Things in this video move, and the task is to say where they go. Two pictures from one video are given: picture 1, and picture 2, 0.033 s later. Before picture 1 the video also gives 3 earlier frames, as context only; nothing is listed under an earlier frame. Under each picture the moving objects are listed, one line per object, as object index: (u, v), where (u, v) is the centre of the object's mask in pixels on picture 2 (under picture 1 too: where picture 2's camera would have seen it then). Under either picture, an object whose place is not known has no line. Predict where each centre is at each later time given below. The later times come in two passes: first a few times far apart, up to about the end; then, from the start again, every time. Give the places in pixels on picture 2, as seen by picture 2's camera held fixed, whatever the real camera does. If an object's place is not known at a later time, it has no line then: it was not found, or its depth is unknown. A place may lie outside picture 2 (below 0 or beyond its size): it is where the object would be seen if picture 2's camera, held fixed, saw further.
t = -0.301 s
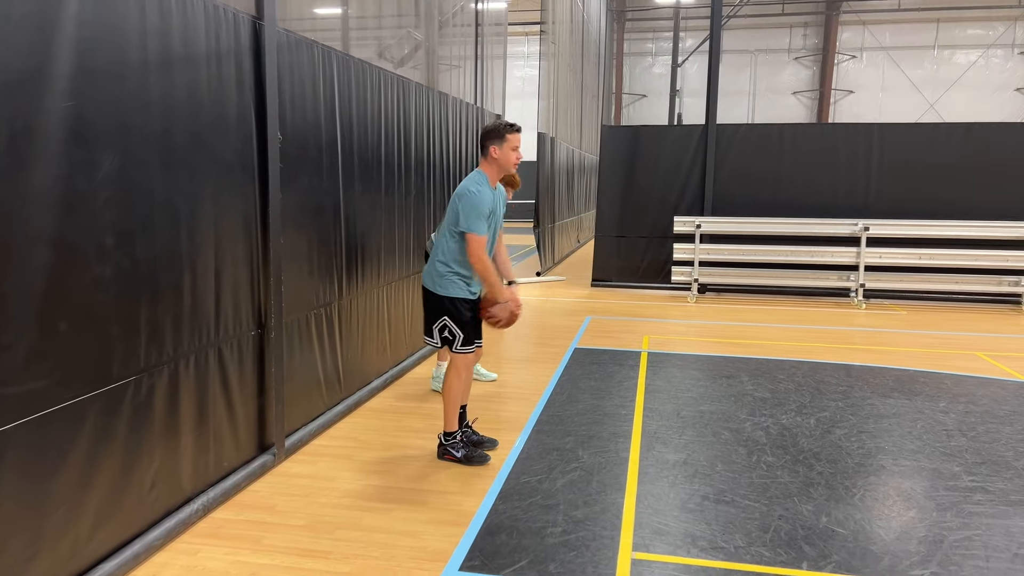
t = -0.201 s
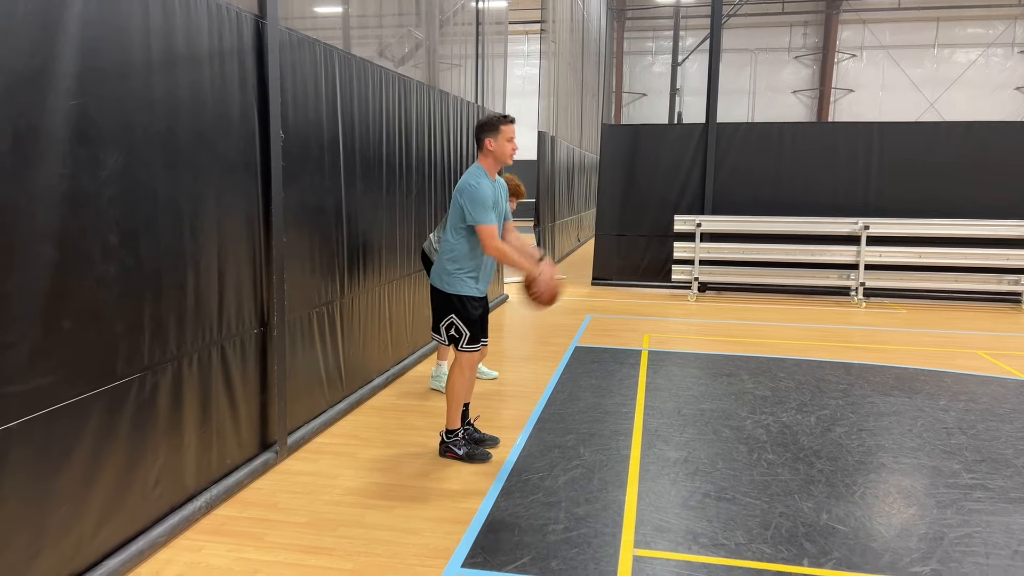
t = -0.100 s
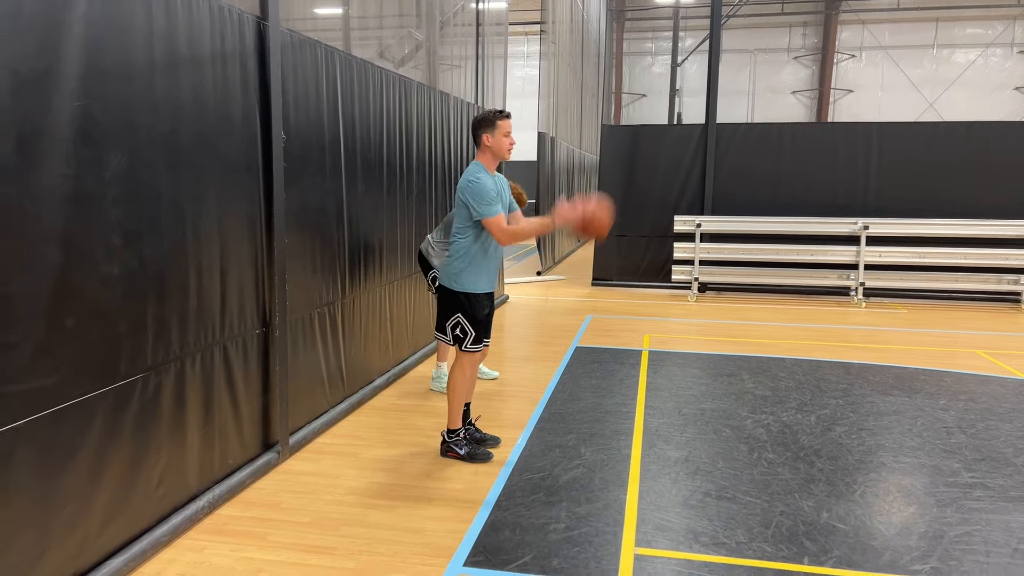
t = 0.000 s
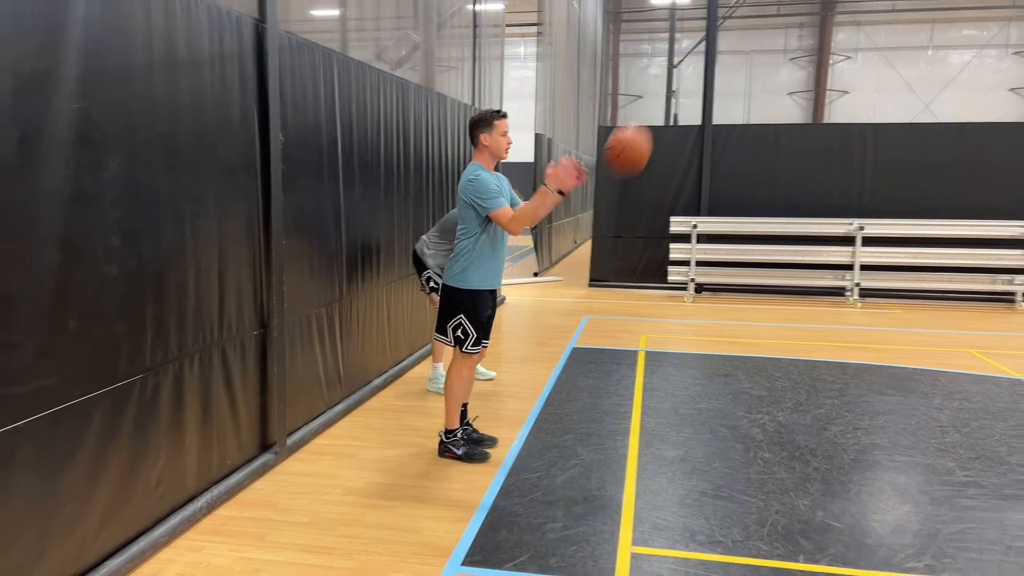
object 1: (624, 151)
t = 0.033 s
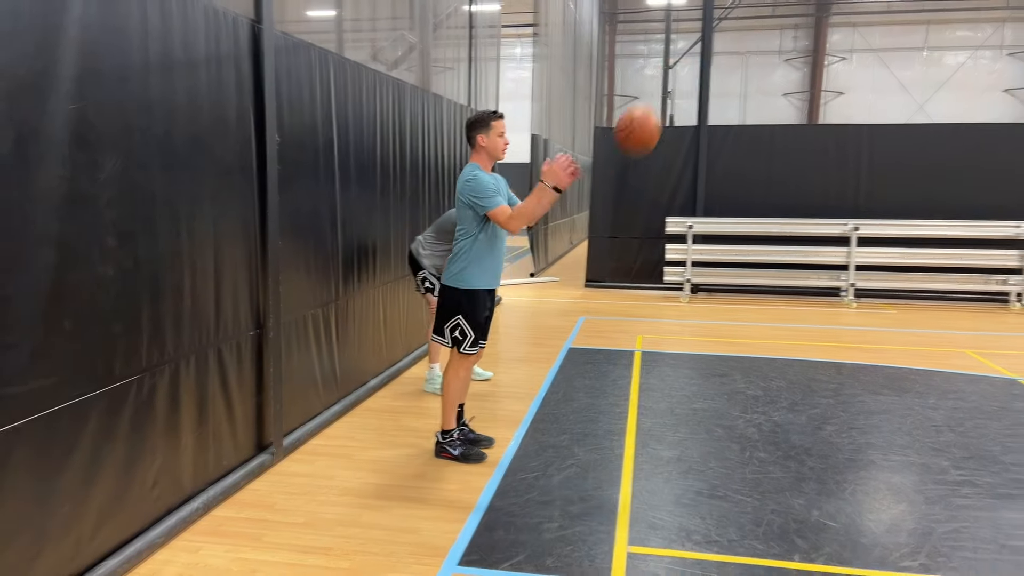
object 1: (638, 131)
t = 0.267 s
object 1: (733, 39)
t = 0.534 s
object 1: (833, 63)
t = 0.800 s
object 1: (926, 228)
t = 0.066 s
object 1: (652, 110)
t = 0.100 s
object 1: (666, 92)
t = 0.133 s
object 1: (679, 78)
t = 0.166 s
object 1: (693, 64)
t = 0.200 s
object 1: (706, 54)
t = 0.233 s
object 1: (719, 46)
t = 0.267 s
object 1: (733, 39)
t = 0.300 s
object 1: (746, 34)
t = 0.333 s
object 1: (759, 32)
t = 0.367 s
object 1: (772, 32)
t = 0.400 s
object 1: (784, 34)
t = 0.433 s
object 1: (797, 38)
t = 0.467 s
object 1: (810, 44)
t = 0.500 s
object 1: (822, 53)
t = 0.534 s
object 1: (833, 63)
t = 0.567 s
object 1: (845, 76)
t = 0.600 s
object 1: (855, 93)
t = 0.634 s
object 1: (866, 114)
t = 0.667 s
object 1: (880, 134)
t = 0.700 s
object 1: (889, 153)
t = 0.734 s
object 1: (897, 176)
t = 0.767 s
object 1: (912, 198)
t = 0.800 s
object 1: (926, 228)
